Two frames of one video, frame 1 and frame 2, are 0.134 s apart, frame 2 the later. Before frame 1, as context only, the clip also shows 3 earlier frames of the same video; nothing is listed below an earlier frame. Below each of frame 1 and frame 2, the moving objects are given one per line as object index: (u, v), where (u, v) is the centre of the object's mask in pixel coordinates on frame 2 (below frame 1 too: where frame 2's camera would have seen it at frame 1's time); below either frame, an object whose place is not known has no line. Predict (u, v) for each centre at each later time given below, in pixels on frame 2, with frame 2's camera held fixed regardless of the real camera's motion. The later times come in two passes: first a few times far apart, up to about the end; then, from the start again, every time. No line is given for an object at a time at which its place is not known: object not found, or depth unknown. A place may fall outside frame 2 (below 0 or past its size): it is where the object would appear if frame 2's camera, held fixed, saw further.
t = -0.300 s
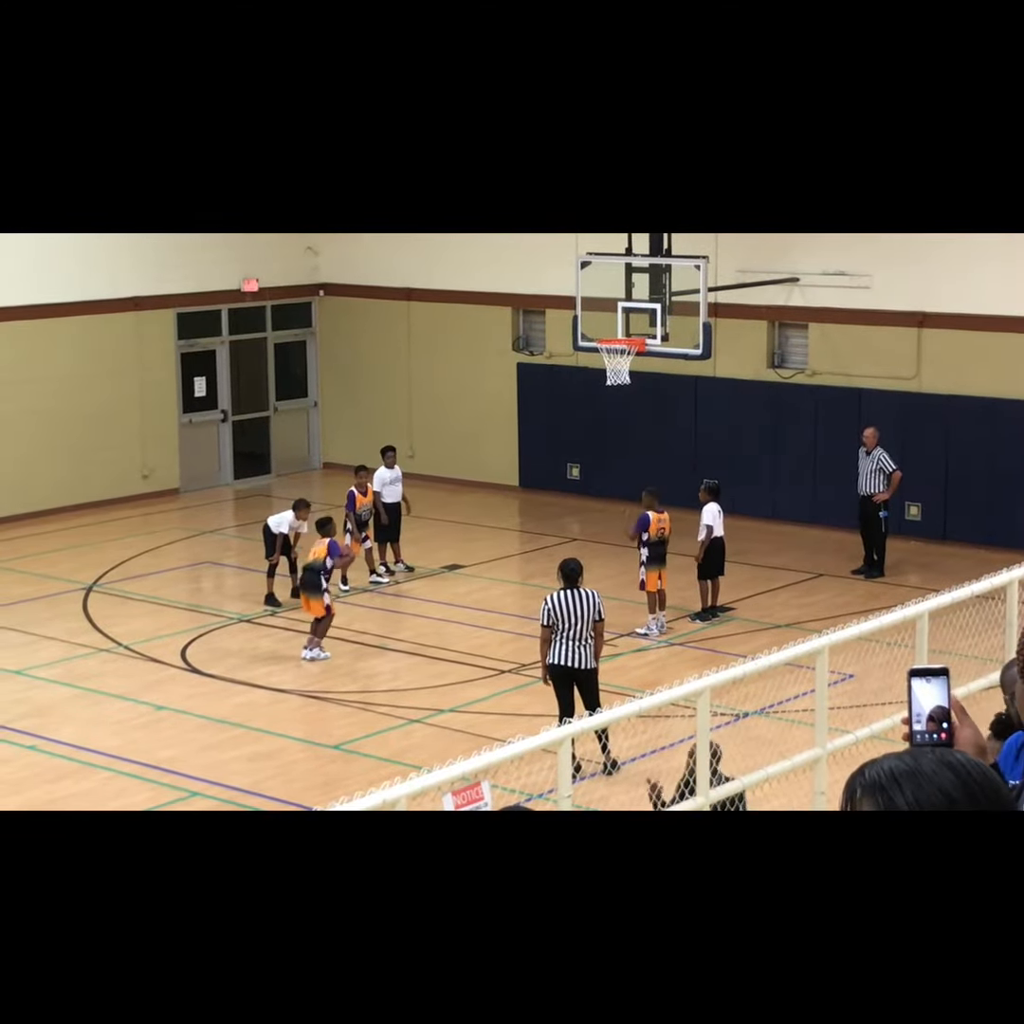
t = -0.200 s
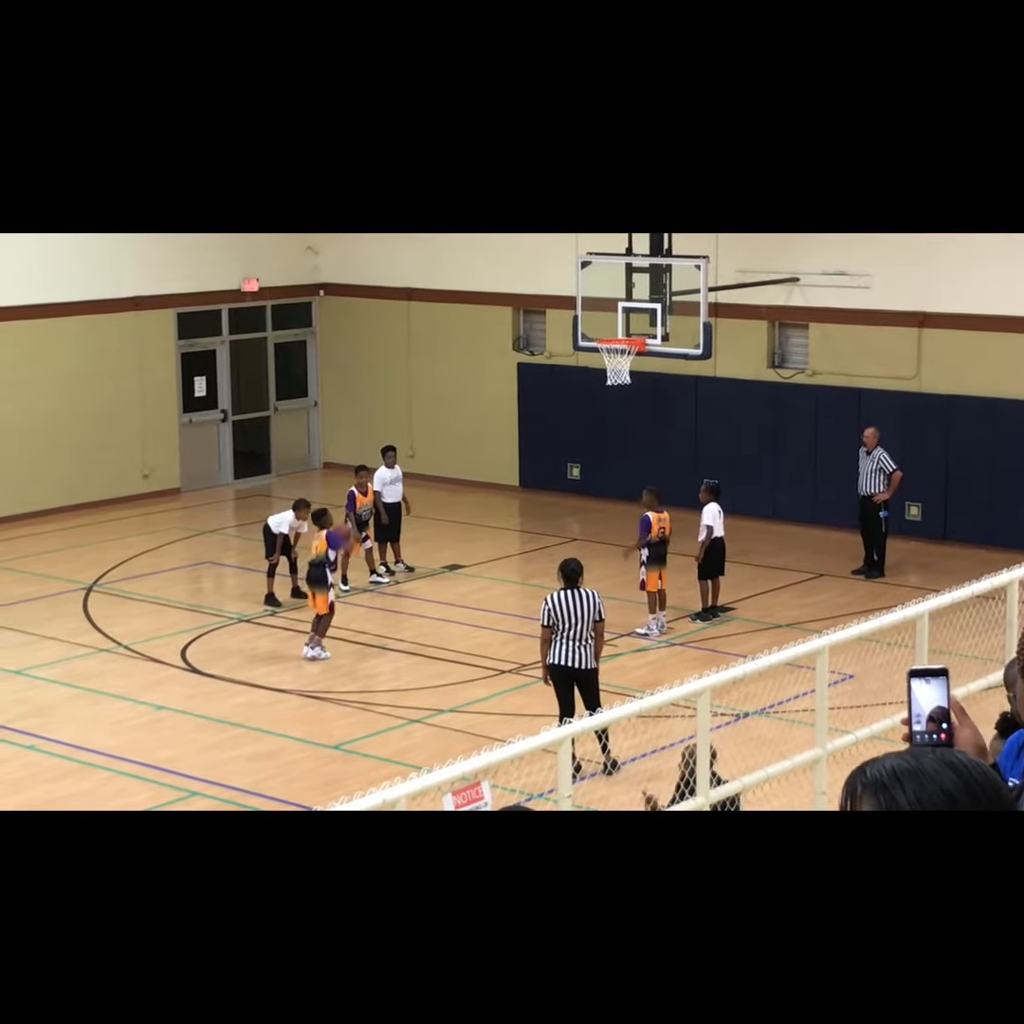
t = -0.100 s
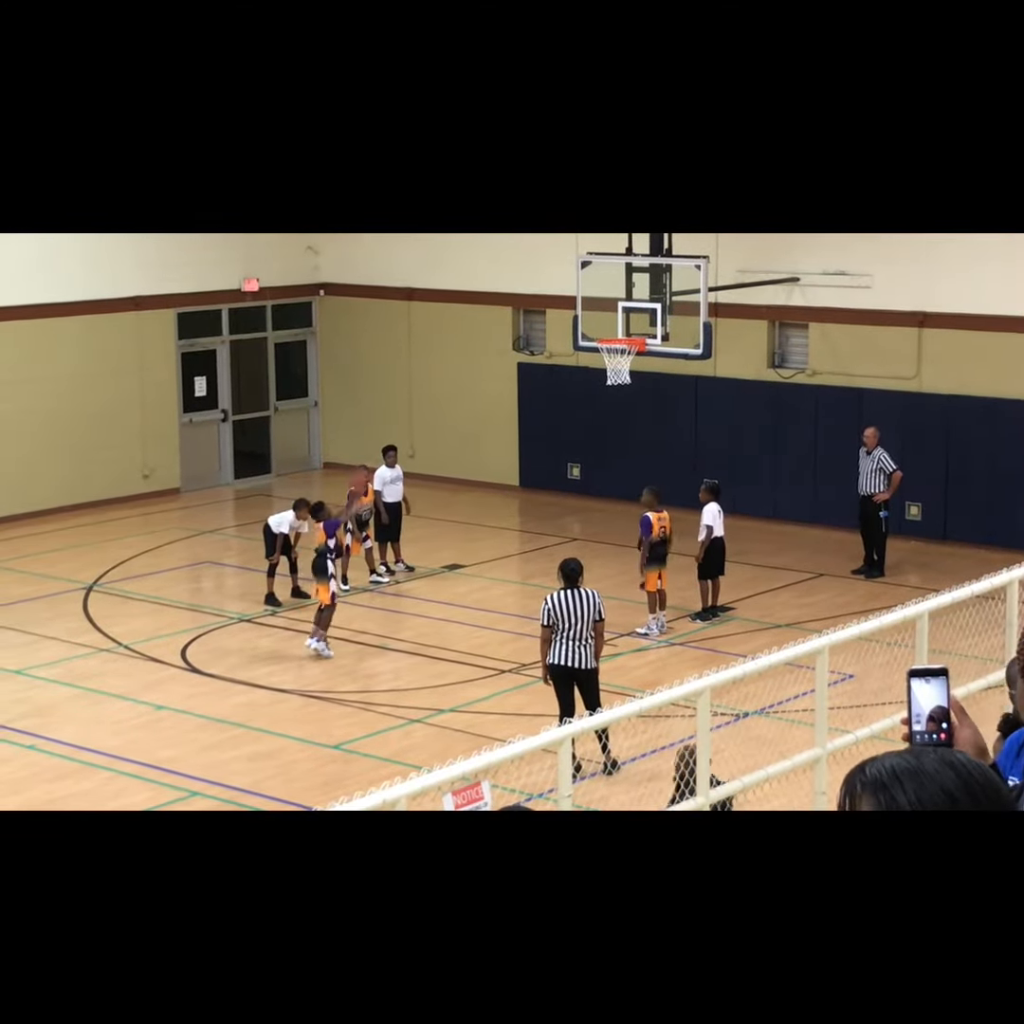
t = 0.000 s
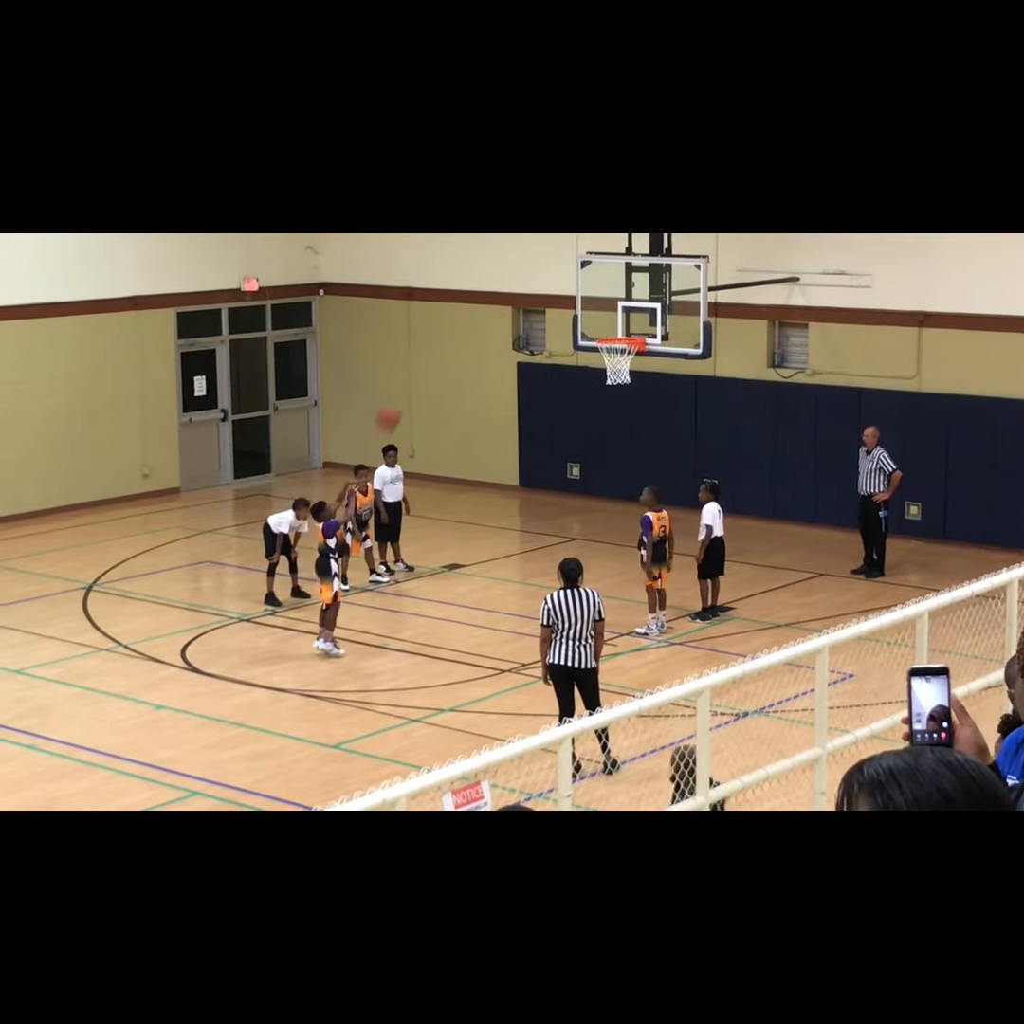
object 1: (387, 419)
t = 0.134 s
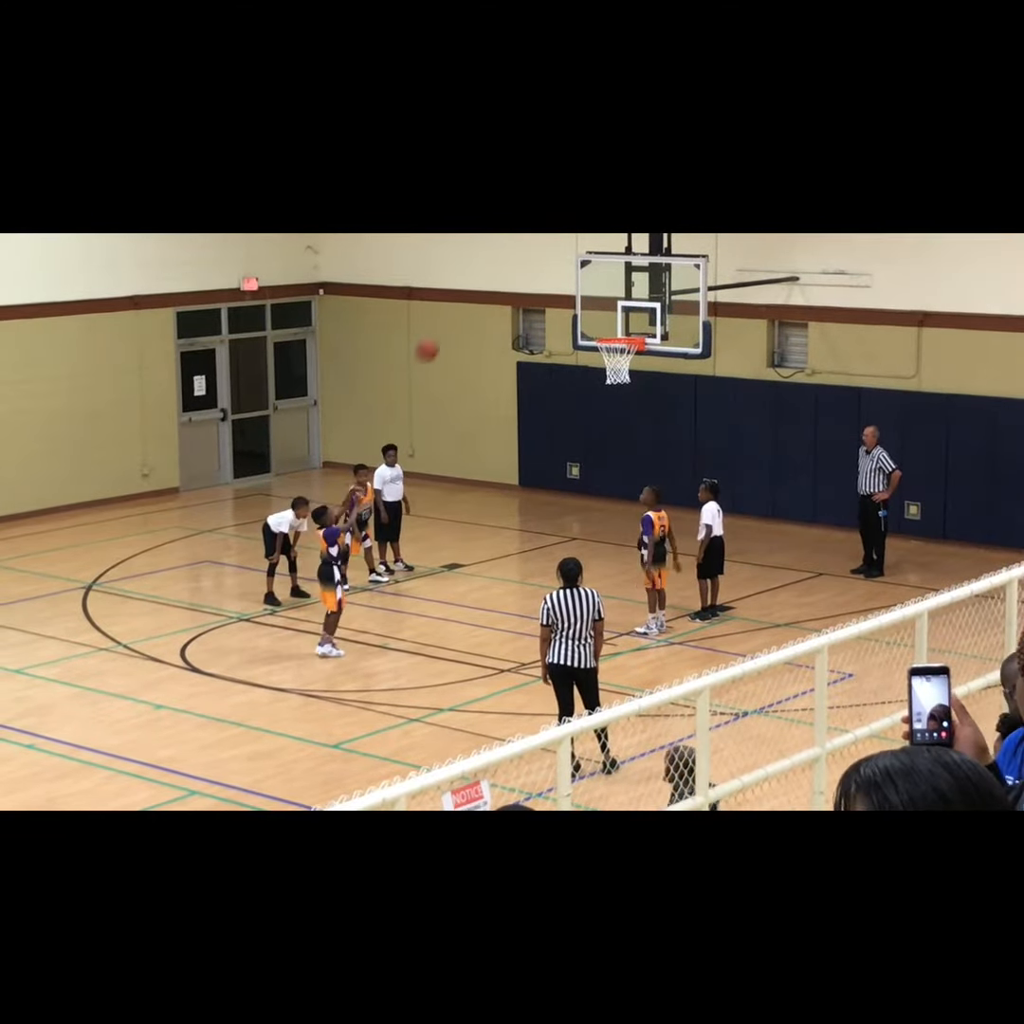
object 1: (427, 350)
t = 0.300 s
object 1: (475, 290)
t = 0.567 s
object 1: (546, 258)
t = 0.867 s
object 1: (617, 297)
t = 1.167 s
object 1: (605, 356)
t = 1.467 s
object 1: (602, 402)
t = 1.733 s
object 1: (599, 497)
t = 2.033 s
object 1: (603, 504)
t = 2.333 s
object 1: (612, 447)
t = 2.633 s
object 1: (621, 461)
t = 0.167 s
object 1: (436, 337)
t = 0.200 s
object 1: (446, 323)
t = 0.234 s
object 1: (456, 312)
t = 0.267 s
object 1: (465, 301)
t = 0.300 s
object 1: (475, 290)
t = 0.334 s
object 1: (484, 283)
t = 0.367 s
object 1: (493, 277)
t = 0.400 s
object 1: (502, 271)
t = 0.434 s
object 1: (511, 266)
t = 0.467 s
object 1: (520, 262)
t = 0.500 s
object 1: (529, 260)
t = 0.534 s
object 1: (537, 258)
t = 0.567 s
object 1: (546, 258)
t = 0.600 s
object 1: (555, 258)
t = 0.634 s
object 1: (563, 260)
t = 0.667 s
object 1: (571, 262)
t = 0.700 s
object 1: (579, 266)
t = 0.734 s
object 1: (588, 271)
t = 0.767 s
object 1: (596, 276)
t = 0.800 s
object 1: (604, 282)
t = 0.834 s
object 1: (611, 289)
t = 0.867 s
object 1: (617, 297)
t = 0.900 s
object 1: (627, 307)
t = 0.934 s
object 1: (634, 316)
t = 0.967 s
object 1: (630, 323)
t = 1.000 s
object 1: (623, 332)
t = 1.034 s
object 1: (617, 340)
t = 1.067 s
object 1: (612, 353)
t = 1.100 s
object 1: (608, 358)
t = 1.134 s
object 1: (606, 357)
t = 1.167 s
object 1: (605, 356)
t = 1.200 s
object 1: (606, 357)
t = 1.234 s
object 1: (605, 363)
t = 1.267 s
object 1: (602, 373)
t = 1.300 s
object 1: (602, 376)
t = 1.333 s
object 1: (602, 378)
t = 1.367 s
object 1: (602, 383)
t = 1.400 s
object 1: (602, 388)
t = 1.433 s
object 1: (602, 393)
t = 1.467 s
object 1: (602, 402)
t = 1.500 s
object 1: (601, 411)
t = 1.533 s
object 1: (601, 420)
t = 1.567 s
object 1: (601, 432)
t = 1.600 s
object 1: (600, 443)
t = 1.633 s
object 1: (600, 456)
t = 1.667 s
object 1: (600, 469)
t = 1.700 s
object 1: (599, 483)
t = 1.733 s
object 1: (599, 497)
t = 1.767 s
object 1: (597, 513)
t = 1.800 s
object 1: (599, 530)
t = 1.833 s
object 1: (598, 550)
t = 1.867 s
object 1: (598, 566)
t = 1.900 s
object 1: (599, 555)
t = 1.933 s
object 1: (600, 541)
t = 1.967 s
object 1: (600, 527)
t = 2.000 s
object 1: (601, 518)
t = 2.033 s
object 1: (603, 504)
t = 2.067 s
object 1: (604, 493)
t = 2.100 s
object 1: (605, 486)
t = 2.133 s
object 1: (606, 477)
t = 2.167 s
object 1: (607, 470)
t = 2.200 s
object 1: (608, 463)
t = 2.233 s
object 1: (609, 458)
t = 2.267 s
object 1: (610, 453)
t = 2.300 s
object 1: (611, 450)
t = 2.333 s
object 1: (612, 447)
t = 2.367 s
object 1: (613, 445)
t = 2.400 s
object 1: (614, 444)
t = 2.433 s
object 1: (615, 444)
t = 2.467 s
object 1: (616, 444)
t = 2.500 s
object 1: (617, 446)
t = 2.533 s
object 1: (618, 448)
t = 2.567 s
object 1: (619, 452)
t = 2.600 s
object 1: (620, 456)
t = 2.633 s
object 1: (621, 461)
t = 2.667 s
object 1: (622, 467)
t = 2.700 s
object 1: (623, 474)
